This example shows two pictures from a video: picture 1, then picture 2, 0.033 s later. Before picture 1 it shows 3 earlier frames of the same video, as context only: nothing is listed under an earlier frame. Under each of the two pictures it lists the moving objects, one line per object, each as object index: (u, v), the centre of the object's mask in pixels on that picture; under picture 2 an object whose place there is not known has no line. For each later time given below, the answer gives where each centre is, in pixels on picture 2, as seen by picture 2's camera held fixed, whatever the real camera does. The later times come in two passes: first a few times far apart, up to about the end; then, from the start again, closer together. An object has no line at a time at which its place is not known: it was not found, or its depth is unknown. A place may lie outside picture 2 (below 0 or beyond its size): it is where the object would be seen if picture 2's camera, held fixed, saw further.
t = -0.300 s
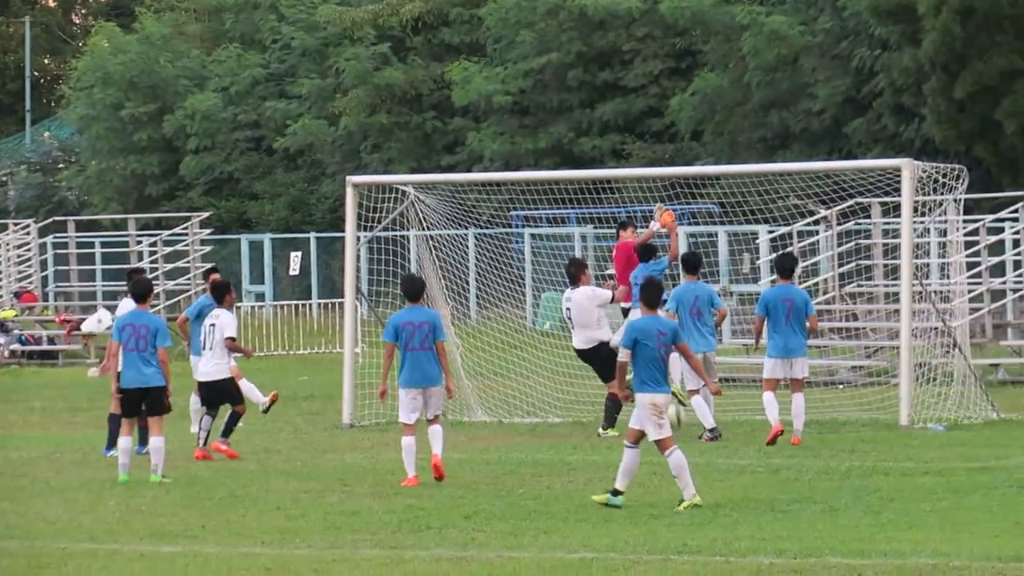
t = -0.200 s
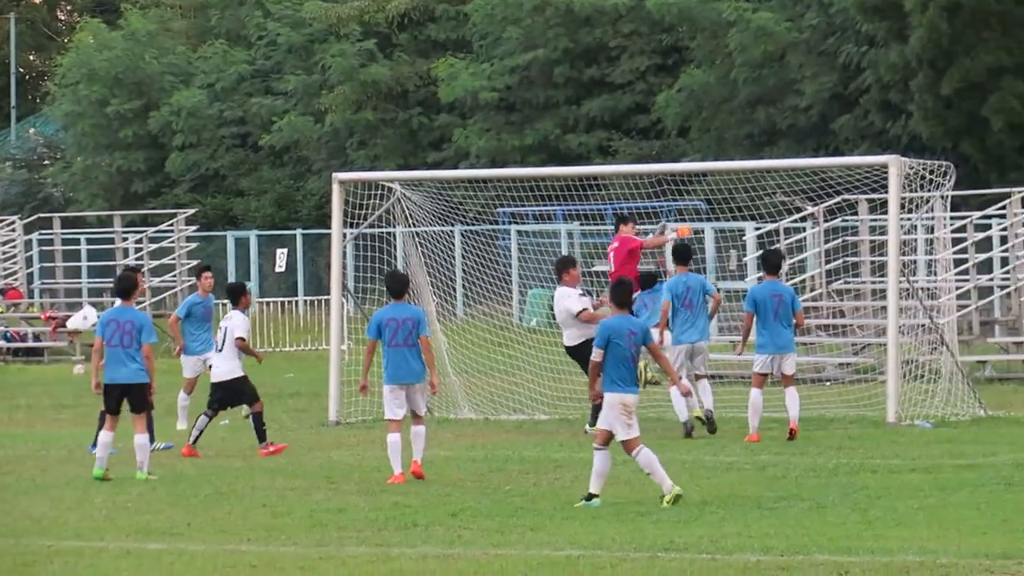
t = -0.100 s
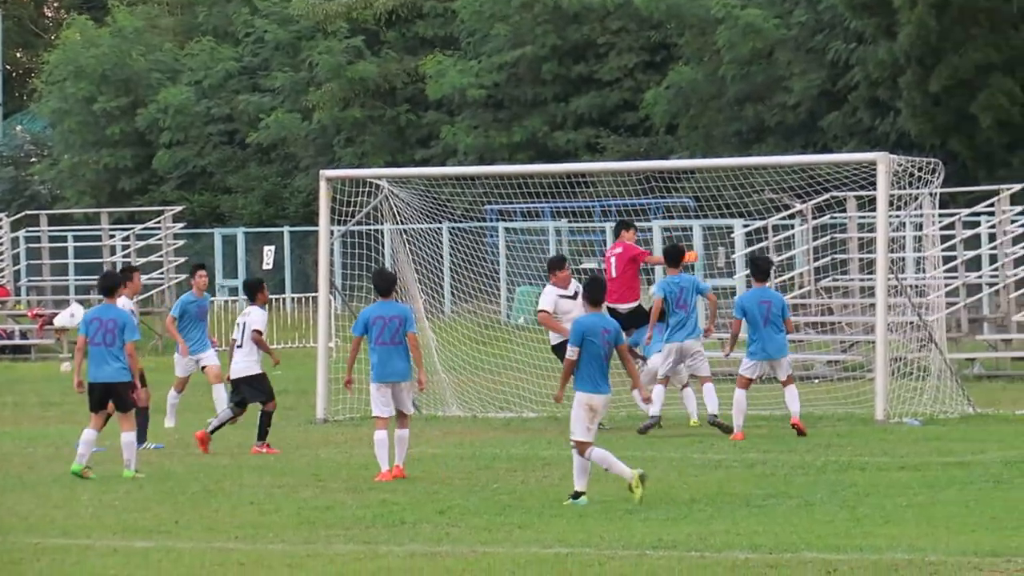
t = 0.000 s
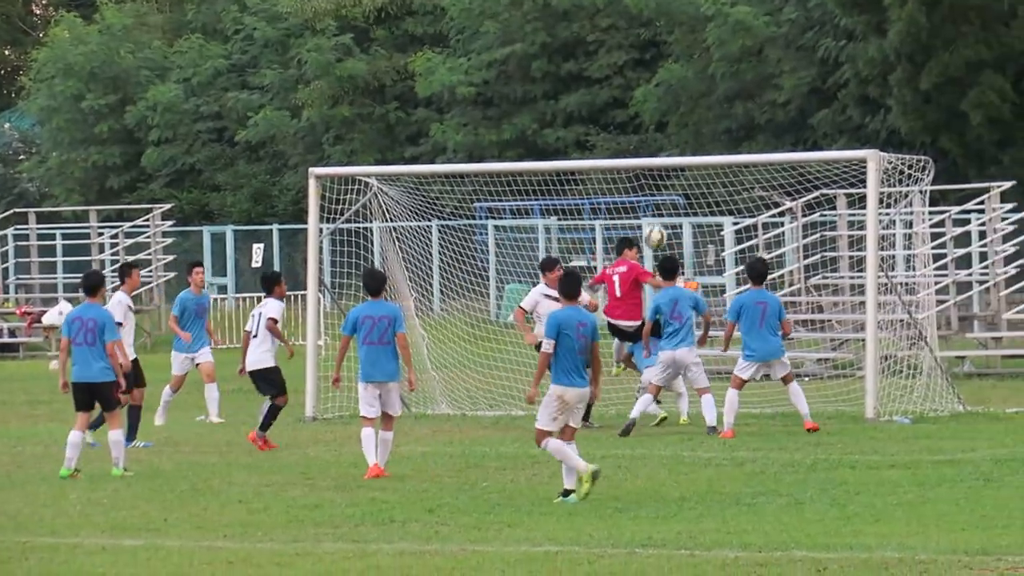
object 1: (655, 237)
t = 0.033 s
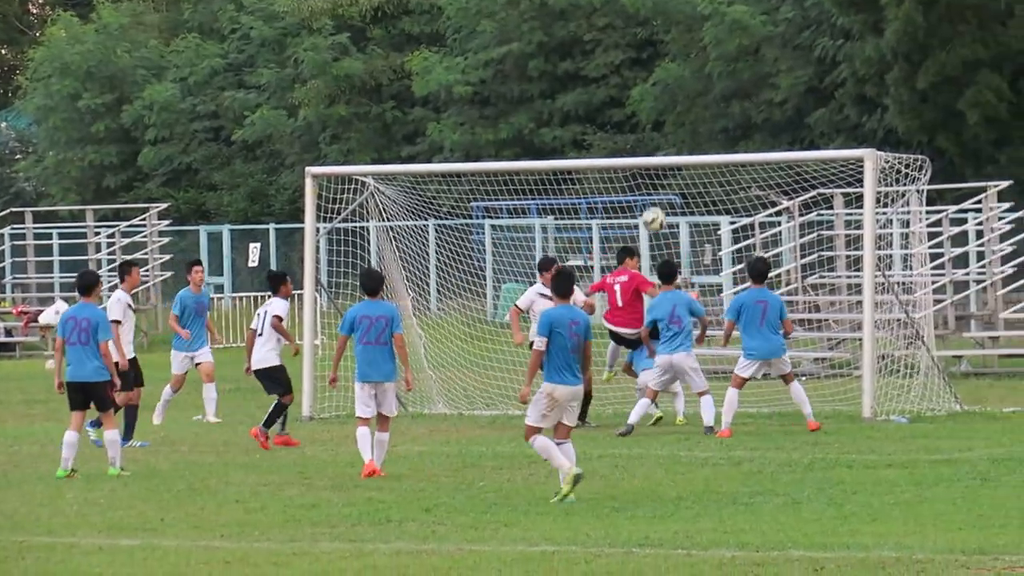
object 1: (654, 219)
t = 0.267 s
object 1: (669, 135)
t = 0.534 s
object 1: (691, 110)
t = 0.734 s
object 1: (710, 141)
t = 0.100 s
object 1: (658, 189)
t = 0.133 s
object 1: (660, 177)
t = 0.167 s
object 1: (662, 165)
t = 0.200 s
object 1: (665, 153)
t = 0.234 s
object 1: (667, 144)
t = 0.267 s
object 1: (669, 135)
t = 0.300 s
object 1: (672, 129)
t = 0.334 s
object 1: (674, 122)
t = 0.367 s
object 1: (677, 118)
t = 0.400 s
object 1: (680, 113)
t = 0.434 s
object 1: (683, 111)
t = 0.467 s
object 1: (685, 110)
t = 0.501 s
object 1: (689, 110)
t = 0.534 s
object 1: (691, 110)
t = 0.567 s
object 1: (694, 113)
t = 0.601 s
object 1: (697, 116)
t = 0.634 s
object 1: (700, 120)
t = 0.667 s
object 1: (704, 126)
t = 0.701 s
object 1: (707, 133)
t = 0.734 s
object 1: (710, 141)
